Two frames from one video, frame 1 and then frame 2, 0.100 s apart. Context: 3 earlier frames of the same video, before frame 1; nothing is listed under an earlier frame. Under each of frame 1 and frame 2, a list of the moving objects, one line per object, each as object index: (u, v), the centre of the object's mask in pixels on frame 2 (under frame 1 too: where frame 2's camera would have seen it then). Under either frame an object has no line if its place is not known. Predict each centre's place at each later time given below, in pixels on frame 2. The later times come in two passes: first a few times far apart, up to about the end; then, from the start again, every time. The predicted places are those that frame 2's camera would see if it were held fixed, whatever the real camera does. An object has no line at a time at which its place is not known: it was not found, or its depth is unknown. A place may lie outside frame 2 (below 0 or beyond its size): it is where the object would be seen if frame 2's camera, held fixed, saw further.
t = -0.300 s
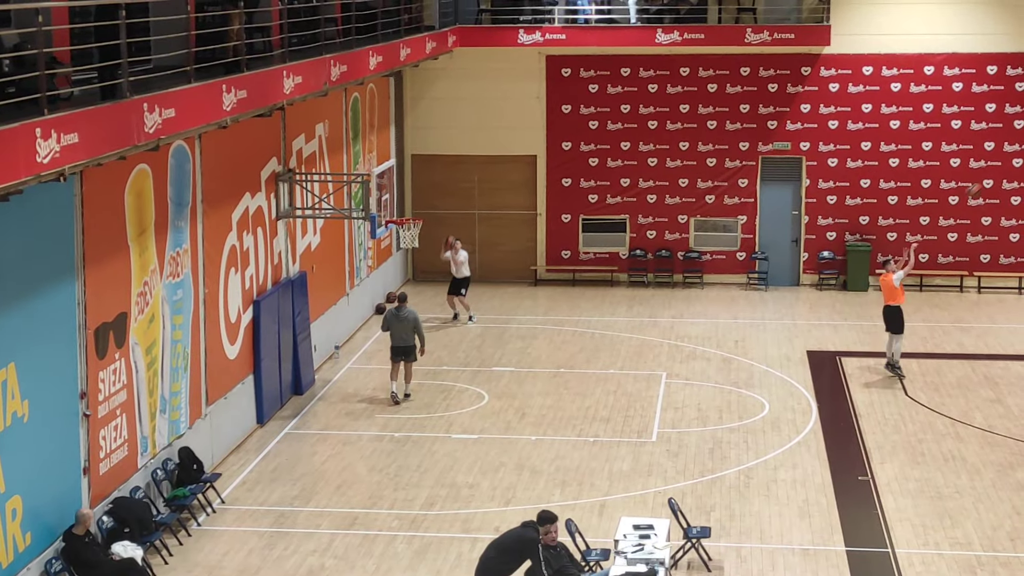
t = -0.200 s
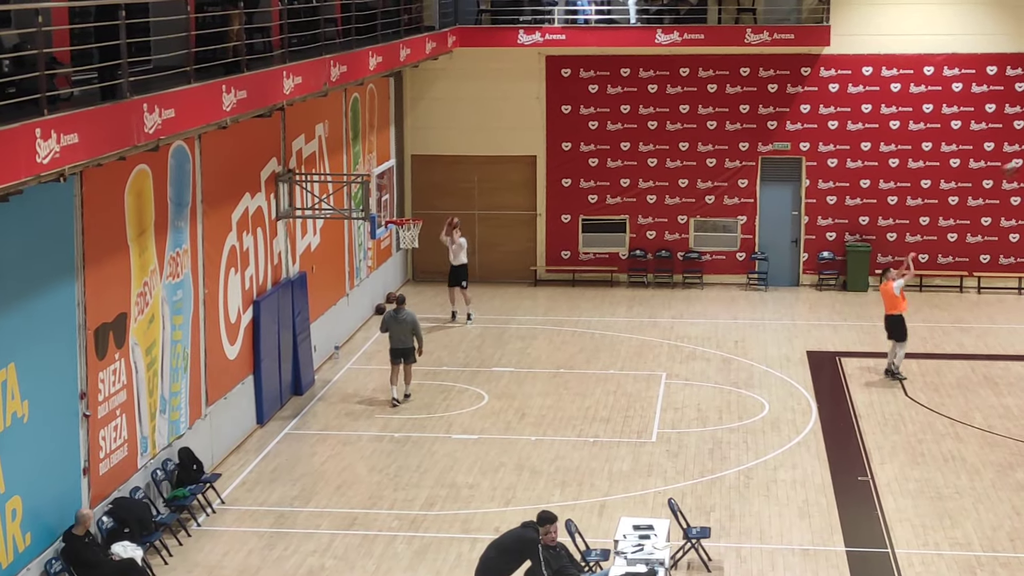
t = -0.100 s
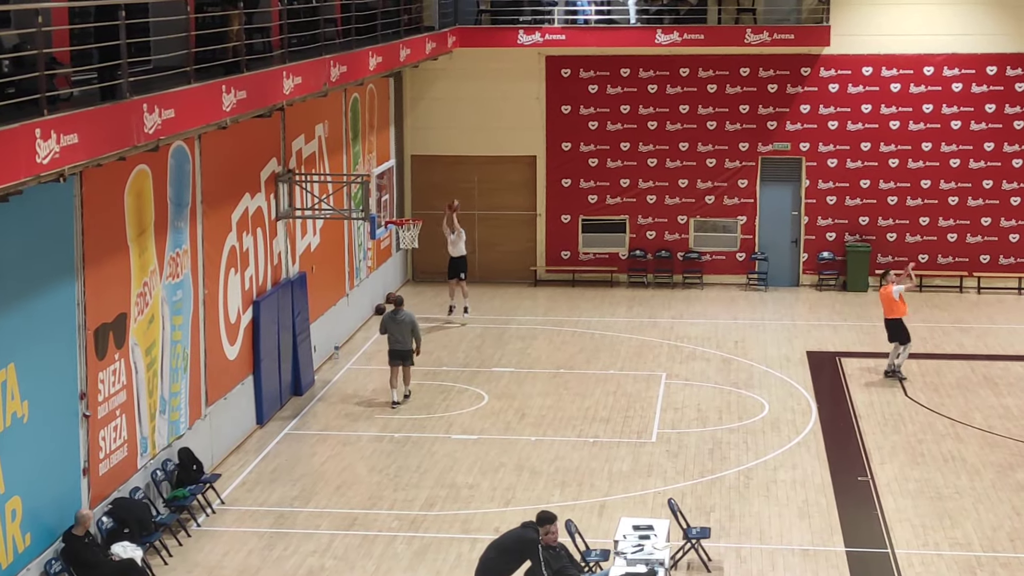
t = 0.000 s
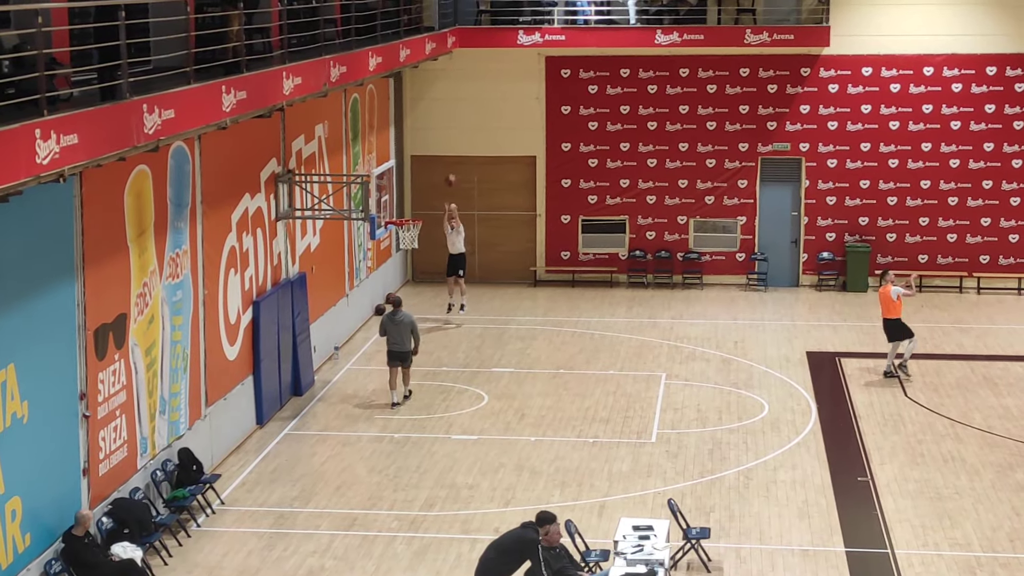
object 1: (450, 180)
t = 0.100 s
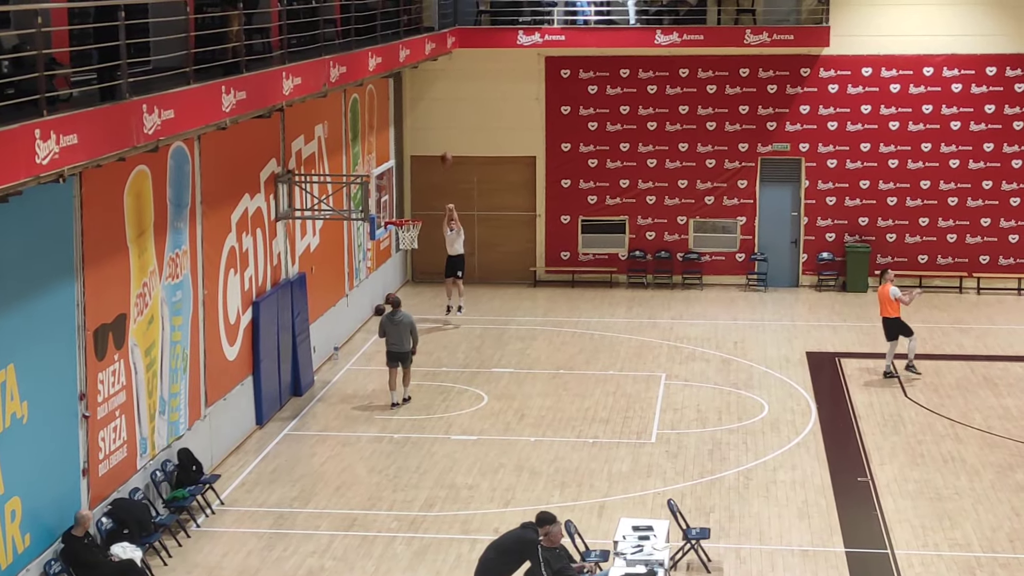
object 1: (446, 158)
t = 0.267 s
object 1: (439, 131)
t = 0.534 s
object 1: (428, 114)
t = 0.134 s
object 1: (444, 152)
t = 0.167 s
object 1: (443, 147)
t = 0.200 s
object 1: (442, 141)
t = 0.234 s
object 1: (441, 135)
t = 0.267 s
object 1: (439, 131)
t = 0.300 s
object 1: (438, 127)
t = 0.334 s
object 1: (437, 124)
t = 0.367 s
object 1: (435, 120)
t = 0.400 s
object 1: (434, 118)
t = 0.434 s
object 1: (432, 116)
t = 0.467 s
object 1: (431, 115)
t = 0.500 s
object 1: (429, 114)
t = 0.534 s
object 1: (428, 114)
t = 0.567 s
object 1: (427, 114)
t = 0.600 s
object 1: (425, 116)
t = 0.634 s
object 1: (424, 117)
